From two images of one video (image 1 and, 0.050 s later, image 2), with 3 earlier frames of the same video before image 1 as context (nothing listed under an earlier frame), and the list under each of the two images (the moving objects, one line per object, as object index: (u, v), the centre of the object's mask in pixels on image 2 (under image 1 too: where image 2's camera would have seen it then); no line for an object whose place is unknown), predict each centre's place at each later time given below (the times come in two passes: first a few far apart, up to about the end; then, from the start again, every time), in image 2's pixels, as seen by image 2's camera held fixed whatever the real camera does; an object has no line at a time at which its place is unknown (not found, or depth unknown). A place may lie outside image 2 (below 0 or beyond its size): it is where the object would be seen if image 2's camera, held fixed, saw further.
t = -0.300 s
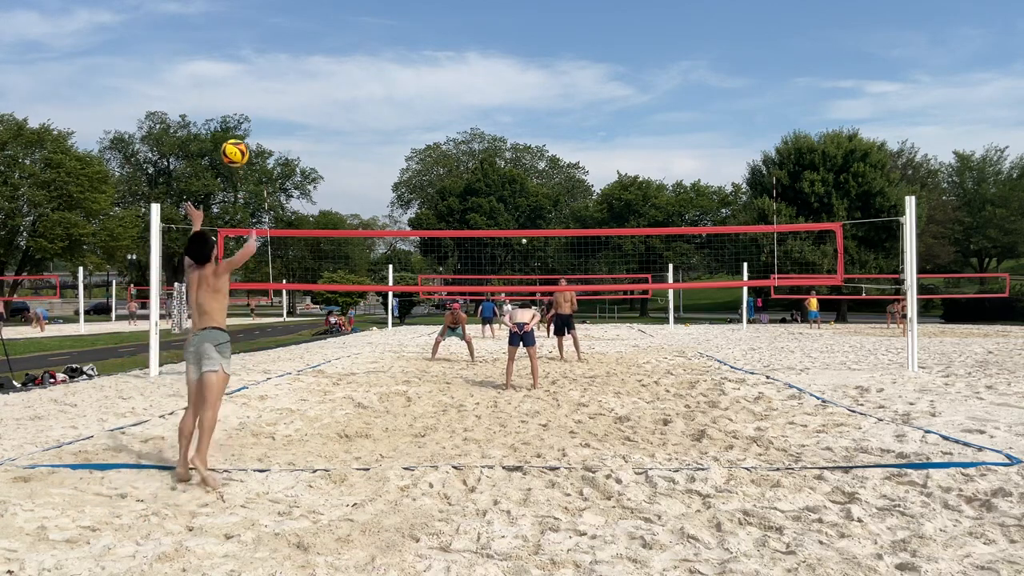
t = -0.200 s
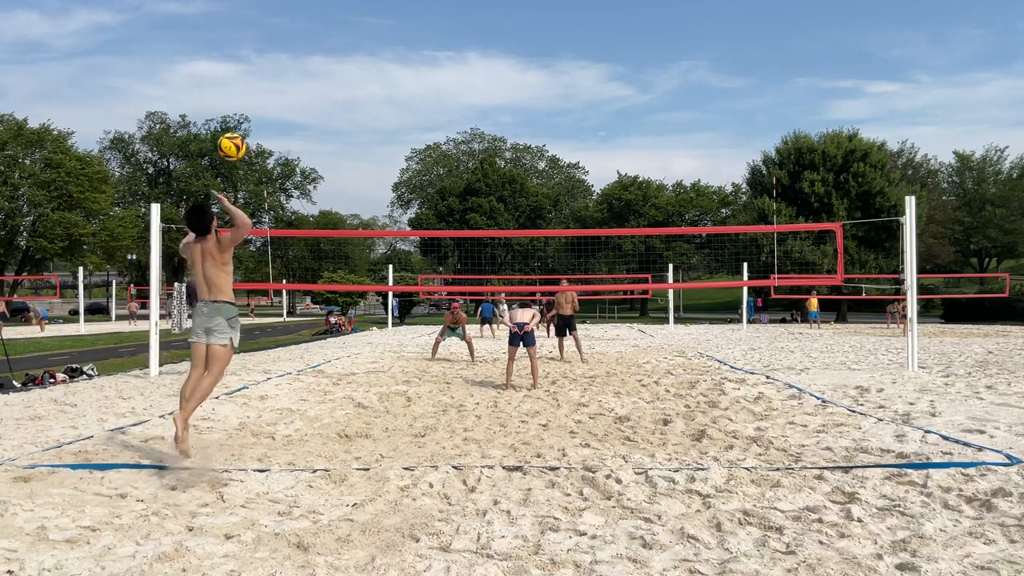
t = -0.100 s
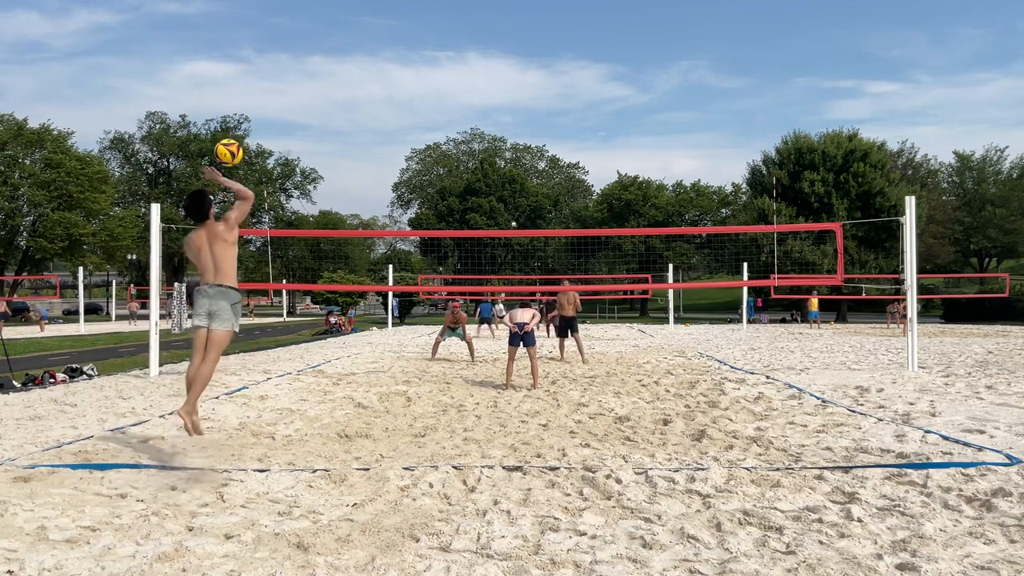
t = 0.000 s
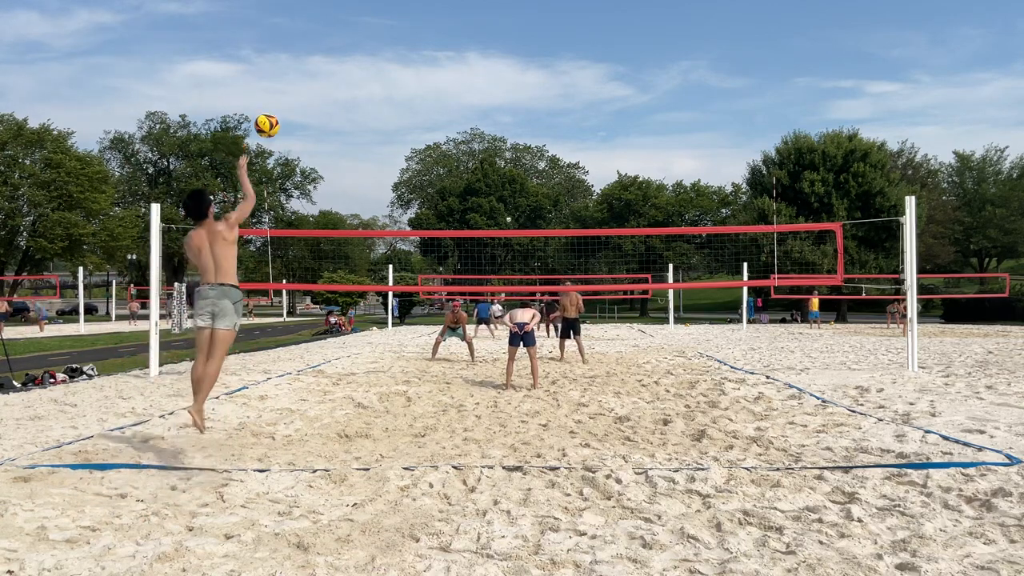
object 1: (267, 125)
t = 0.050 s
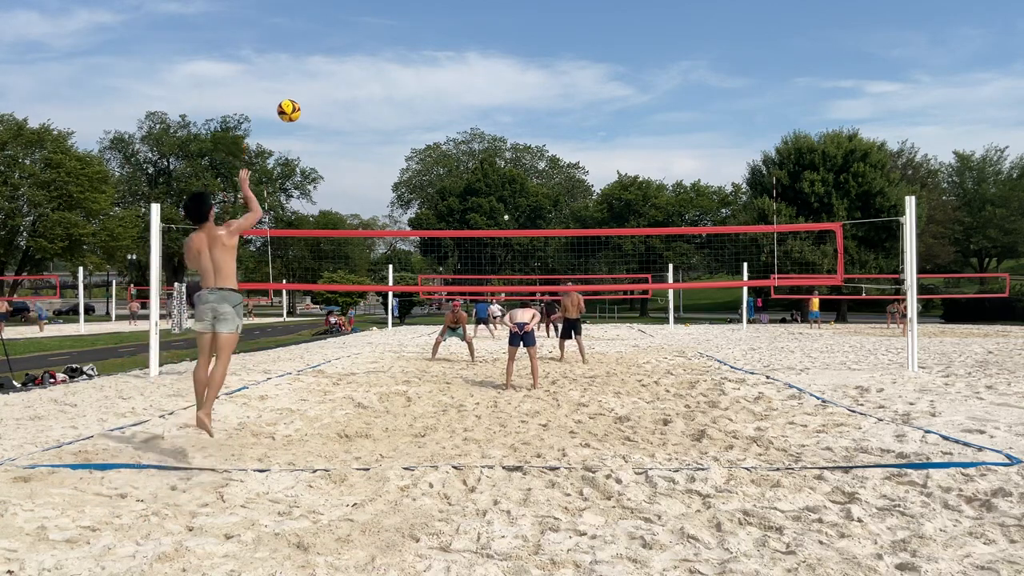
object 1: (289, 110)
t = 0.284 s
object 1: (360, 86)
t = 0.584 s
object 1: (416, 119)
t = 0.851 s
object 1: (448, 184)
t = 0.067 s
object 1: (295, 106)
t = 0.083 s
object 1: (301, 103)
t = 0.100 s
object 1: (308, 100)
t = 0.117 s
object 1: (313, 97)
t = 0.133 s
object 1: (319, 94)
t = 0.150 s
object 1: (324, 92)
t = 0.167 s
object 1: (329, 90)
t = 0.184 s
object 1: (334, 89)
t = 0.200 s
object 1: (338, 88)
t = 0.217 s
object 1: (343, 87)
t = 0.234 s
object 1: (347, 86)
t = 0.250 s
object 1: (352, 86)
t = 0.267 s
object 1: (356, 86)
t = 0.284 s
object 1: (360, 86)
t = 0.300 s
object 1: (364, 86)
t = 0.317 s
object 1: (367, 87)
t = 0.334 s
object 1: (371, 87)
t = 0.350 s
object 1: (375, 88)
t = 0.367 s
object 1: (378, 89)
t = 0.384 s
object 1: (382, 90)
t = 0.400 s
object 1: (385, 92)
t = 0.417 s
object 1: (388, 93)
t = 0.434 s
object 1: (391, 95)
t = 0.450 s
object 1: (394, 97)
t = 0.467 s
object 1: (397, 99)
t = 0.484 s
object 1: (400, 101)
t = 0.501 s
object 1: (403, 104)
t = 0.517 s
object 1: (406, 106)
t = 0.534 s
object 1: (409, 110)
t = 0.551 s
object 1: (411, 112)
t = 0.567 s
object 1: (414, 115)
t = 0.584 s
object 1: (416, 119)
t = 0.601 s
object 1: (419, 122)
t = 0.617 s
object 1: (421, 125)
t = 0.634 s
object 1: (424, 129)
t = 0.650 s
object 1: (426, 132)
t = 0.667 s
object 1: (428, 136)
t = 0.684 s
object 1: (430, 140)
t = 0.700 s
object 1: (432, 144)
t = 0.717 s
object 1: (435, 148)
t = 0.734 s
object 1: (437, 152)
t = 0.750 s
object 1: (439, 156)
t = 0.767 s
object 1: (441, 160)
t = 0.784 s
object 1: (442, 165)
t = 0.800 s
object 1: (444, 170)
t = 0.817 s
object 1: (446, 174)
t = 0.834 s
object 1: (447, 179)
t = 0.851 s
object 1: (448, 184)
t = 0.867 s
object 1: (450, 188)
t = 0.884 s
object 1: (452, 193)
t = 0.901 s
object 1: (453, 198)
